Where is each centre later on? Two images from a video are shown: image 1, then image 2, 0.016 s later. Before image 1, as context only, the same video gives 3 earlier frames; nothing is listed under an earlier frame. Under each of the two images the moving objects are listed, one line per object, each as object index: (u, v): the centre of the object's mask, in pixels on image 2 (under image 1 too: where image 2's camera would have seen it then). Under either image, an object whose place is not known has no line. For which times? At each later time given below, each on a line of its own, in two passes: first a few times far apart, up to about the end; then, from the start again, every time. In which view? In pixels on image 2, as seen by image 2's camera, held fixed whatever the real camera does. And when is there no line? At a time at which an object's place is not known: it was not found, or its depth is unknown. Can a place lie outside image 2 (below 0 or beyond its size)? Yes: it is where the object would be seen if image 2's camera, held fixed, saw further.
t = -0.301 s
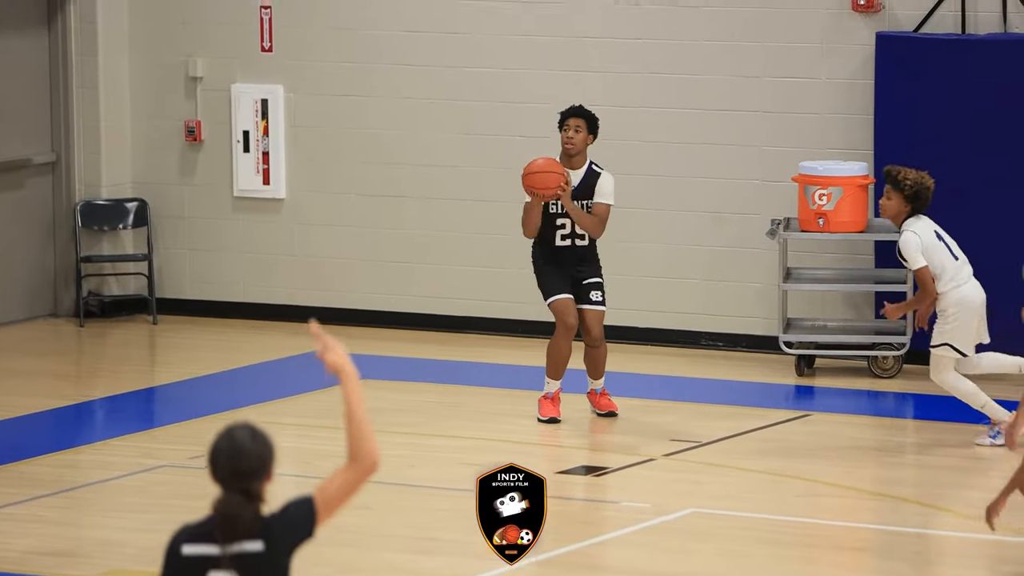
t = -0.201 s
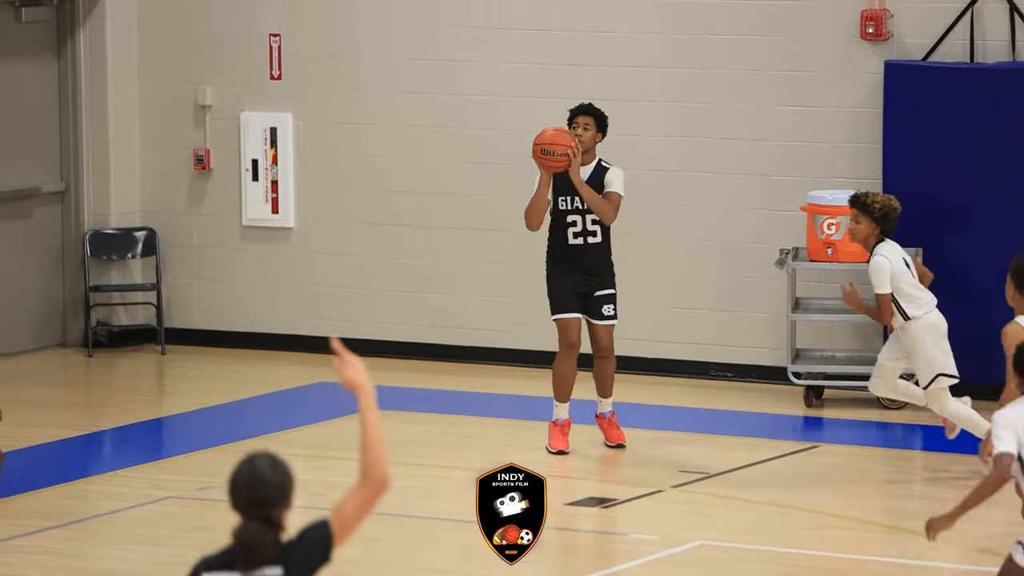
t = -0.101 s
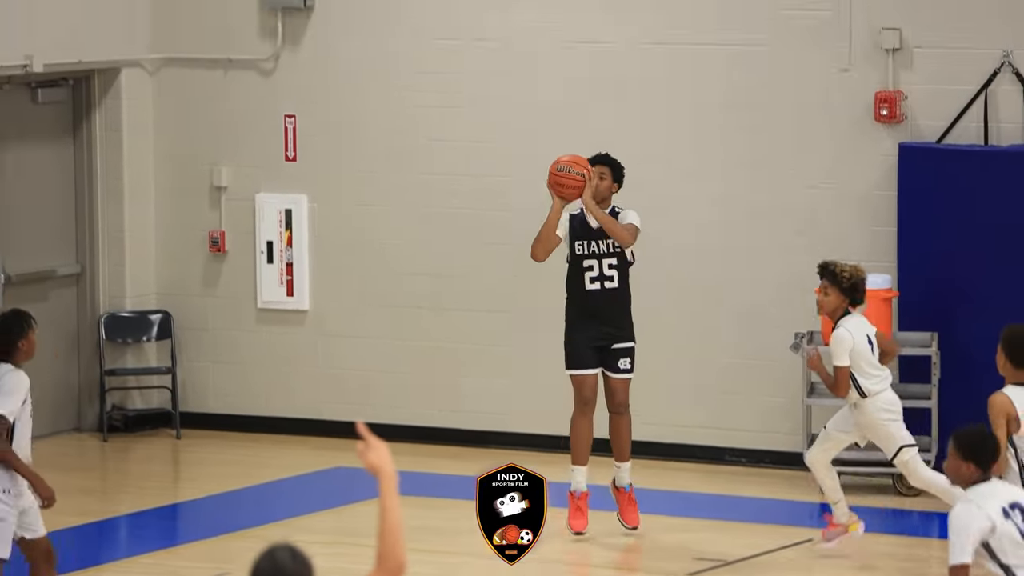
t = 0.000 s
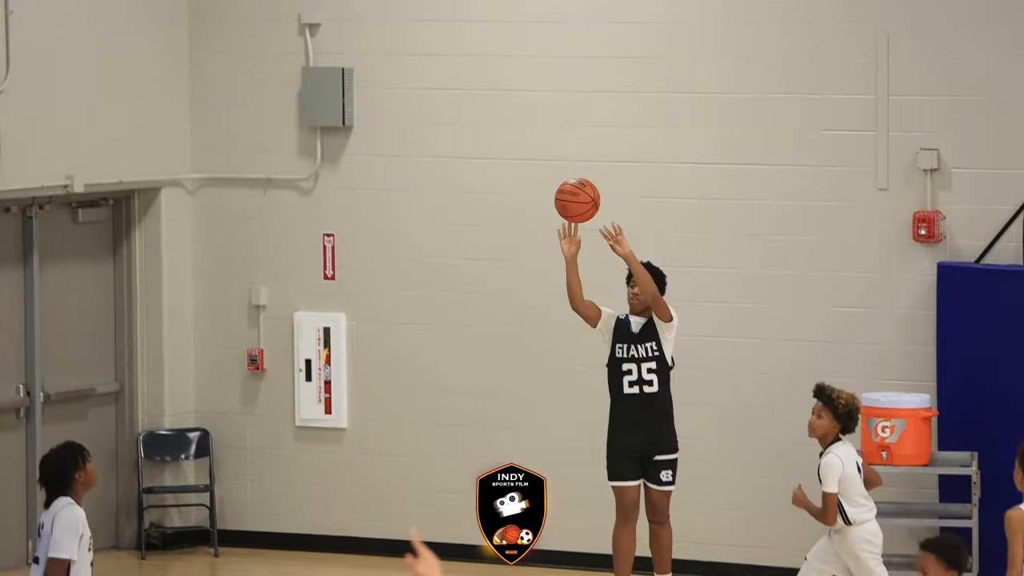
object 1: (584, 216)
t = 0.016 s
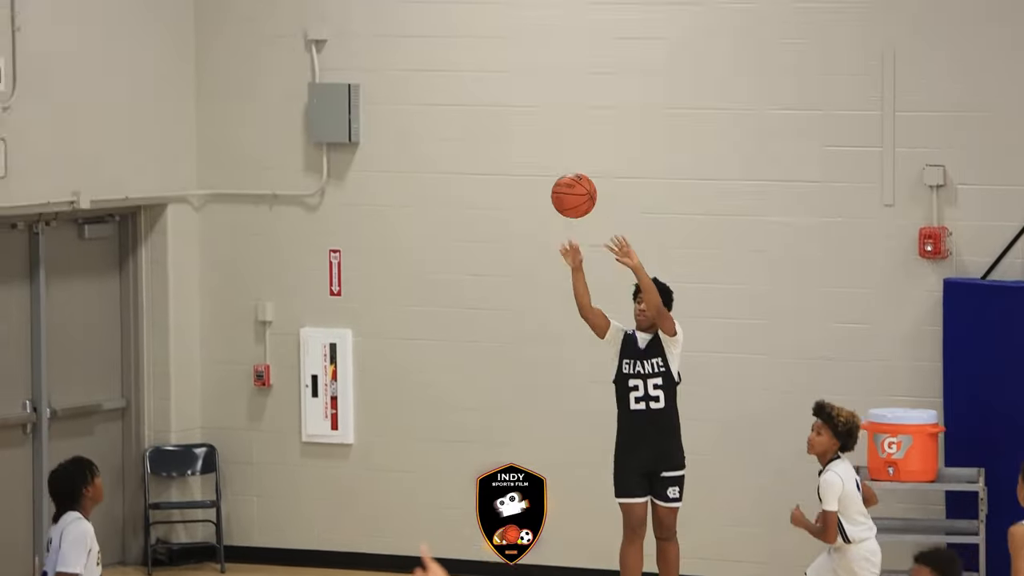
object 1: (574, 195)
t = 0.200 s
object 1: (468, -5)
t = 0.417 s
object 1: (327, -177)
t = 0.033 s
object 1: (564, 175)
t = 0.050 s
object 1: (555, 155)
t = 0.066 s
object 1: (545, 136)
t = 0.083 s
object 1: (536, 117)
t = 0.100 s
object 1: (526, 99)
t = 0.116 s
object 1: (517, 80)
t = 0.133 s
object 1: (507, 62)
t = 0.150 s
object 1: (498, 44)
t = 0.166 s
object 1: (488, 28)
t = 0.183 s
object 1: (478, 11)
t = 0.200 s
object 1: (468, -5)
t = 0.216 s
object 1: (457, -21)
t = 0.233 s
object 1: (447, -36)
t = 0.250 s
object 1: (437, -51)
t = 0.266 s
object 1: (426, -66)
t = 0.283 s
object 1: (415, -79)
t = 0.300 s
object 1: (405, -94)
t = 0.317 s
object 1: (394, -107)
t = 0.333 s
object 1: (383, -121)
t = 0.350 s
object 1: (371, -133)
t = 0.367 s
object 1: (361, -145)
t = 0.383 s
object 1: (350, -156)
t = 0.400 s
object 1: (339, -167)
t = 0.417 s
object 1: (327, -177)
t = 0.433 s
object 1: (316, -186)
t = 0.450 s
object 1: (305, -195)
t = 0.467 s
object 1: (294, -204)
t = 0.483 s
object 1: (283, -213)
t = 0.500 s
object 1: (271, -221)
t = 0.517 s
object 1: (261, -227)
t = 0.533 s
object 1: (249, -232)
